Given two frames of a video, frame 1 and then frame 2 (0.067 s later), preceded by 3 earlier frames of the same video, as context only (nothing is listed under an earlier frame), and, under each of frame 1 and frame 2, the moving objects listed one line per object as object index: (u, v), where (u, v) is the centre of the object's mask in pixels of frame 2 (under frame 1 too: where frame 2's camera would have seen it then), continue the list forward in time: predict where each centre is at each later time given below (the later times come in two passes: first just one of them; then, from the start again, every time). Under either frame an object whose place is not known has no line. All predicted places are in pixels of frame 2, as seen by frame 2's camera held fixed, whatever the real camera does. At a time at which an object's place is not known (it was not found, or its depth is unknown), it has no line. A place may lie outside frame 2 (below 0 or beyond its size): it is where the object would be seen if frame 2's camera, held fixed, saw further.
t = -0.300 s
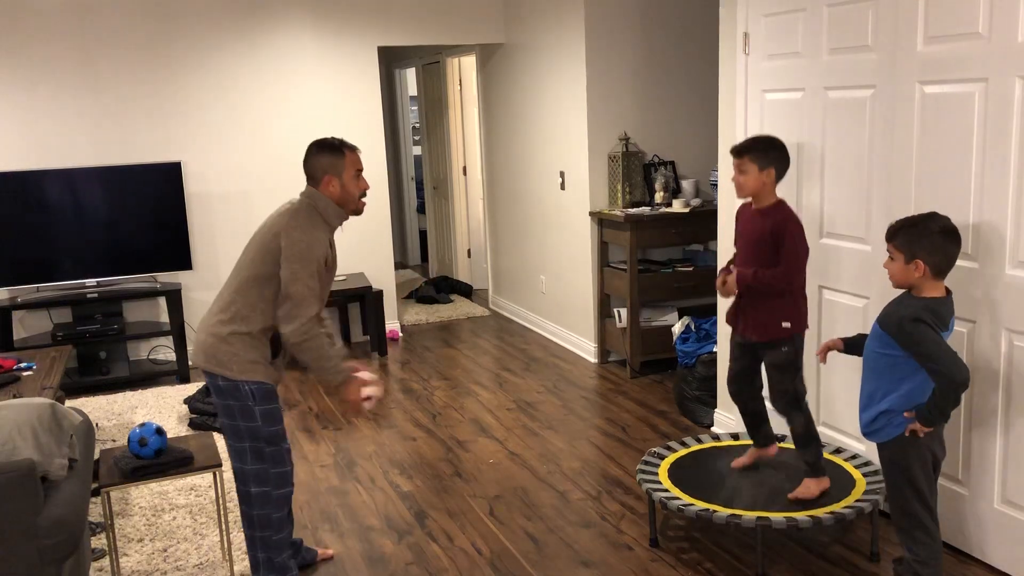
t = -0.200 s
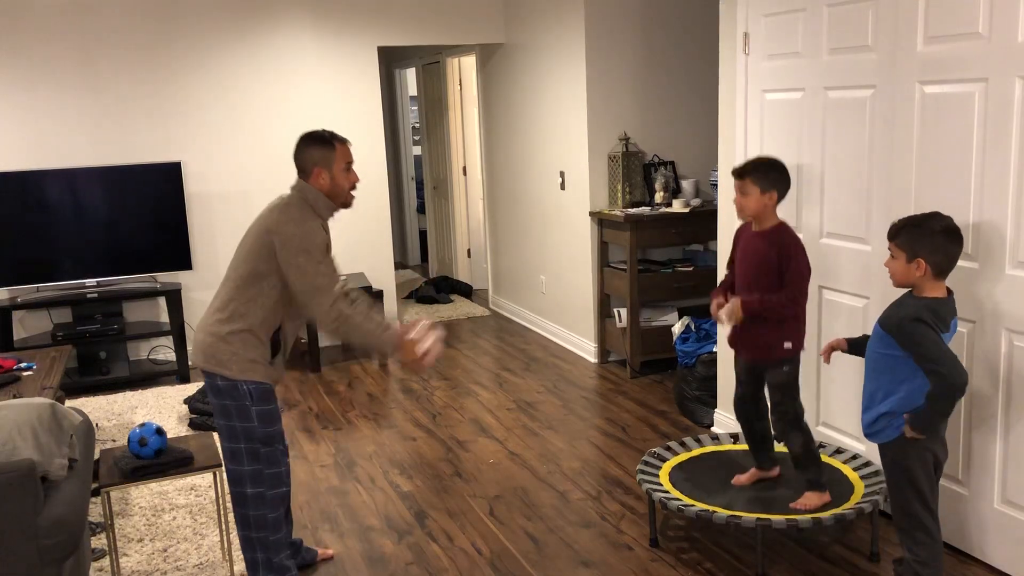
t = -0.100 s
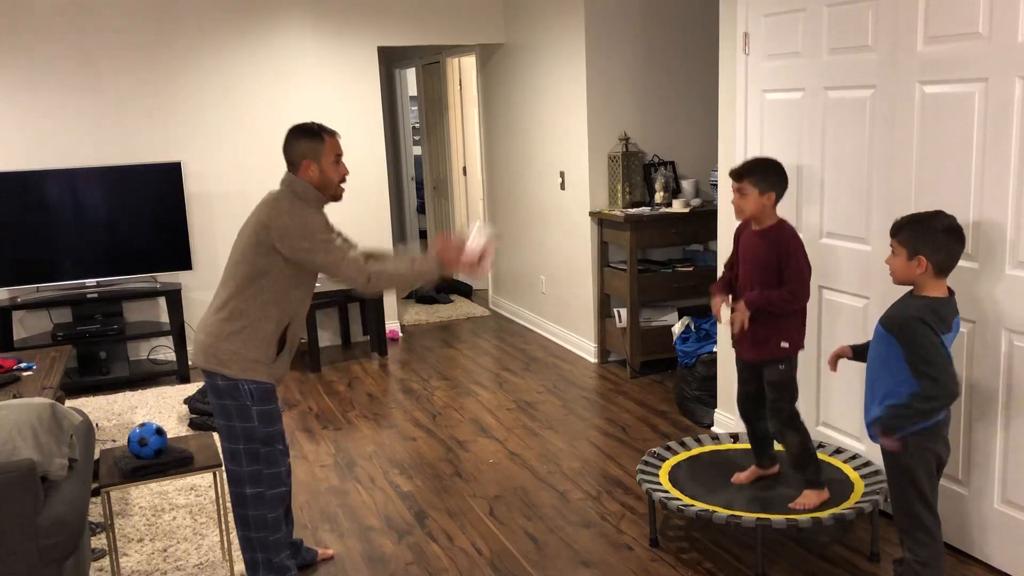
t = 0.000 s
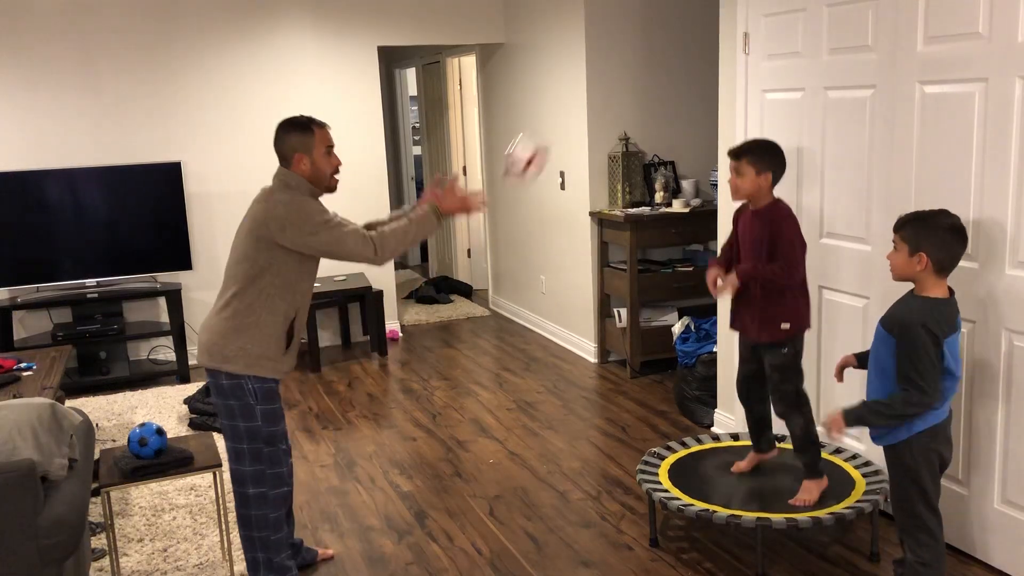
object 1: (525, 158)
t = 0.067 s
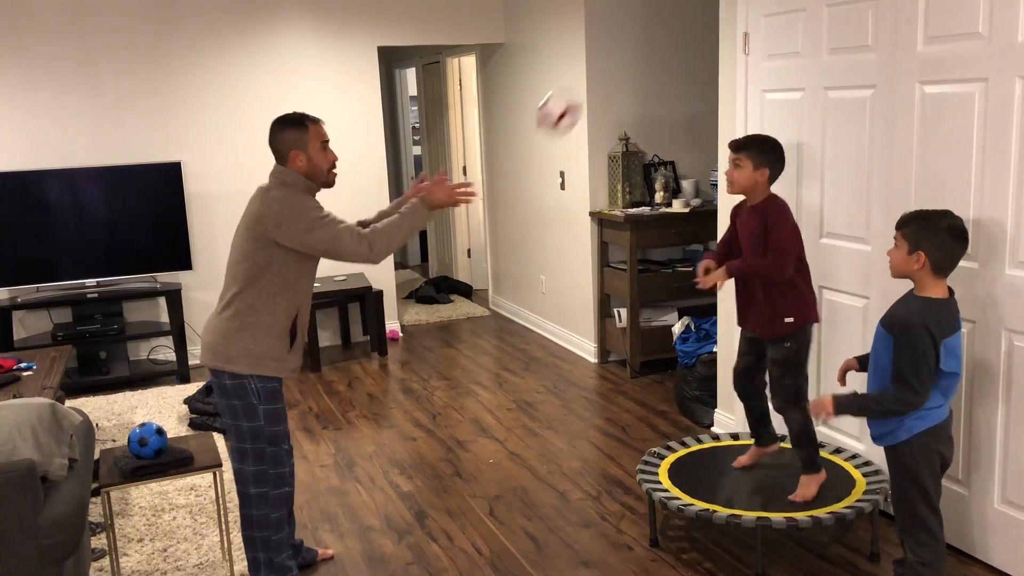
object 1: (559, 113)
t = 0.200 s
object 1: (627, 56)
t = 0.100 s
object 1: (576, 94)
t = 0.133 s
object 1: (594, 78)
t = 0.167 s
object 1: (610, 64)
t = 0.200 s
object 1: (627, 56)
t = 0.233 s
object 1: (645, 50)
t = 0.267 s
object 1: (662, 48)
